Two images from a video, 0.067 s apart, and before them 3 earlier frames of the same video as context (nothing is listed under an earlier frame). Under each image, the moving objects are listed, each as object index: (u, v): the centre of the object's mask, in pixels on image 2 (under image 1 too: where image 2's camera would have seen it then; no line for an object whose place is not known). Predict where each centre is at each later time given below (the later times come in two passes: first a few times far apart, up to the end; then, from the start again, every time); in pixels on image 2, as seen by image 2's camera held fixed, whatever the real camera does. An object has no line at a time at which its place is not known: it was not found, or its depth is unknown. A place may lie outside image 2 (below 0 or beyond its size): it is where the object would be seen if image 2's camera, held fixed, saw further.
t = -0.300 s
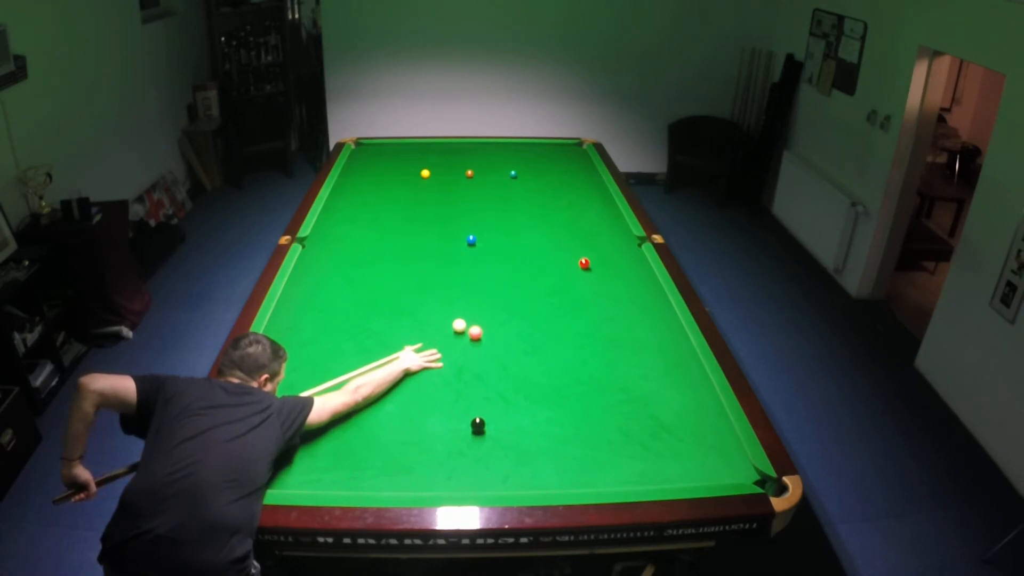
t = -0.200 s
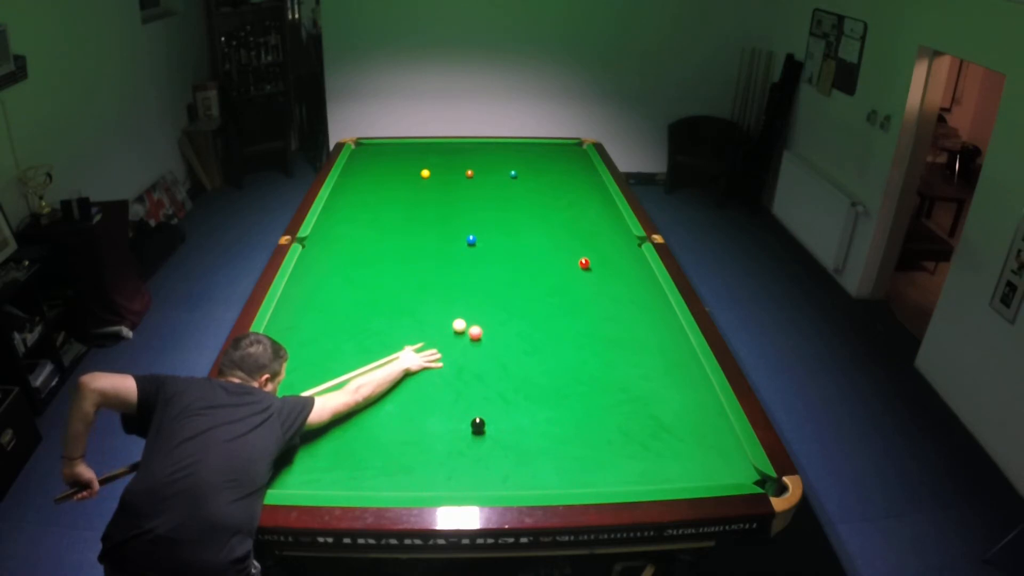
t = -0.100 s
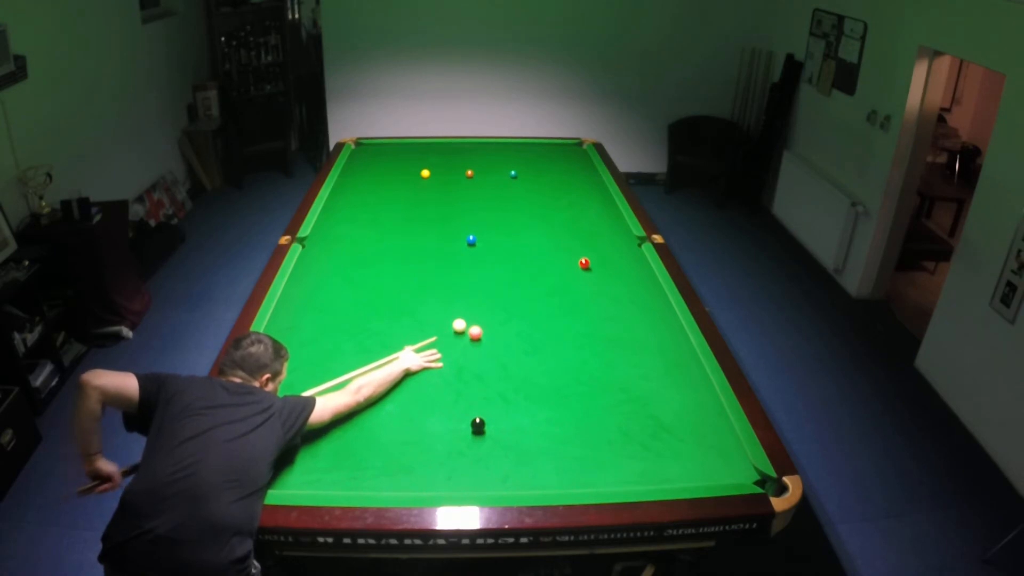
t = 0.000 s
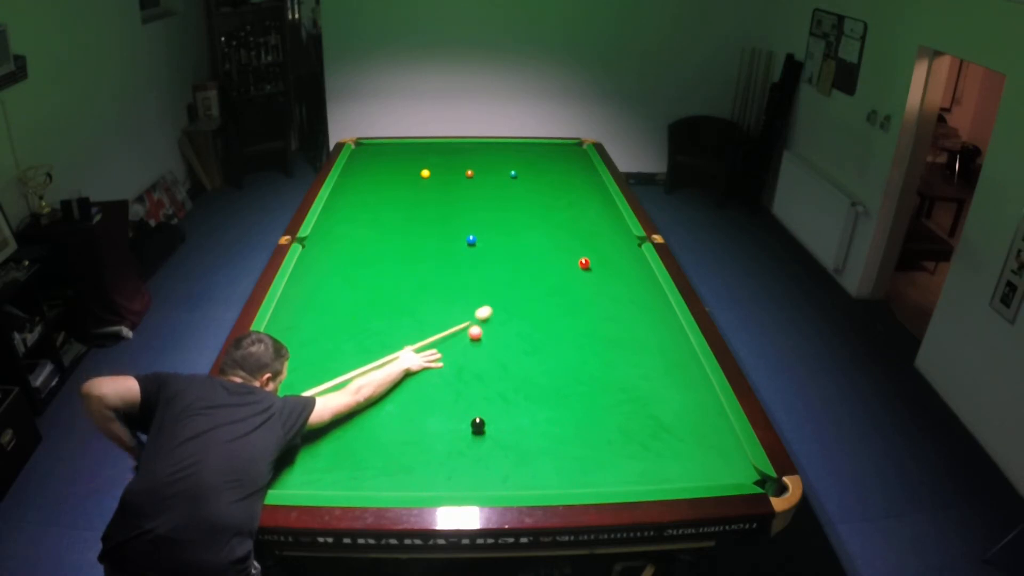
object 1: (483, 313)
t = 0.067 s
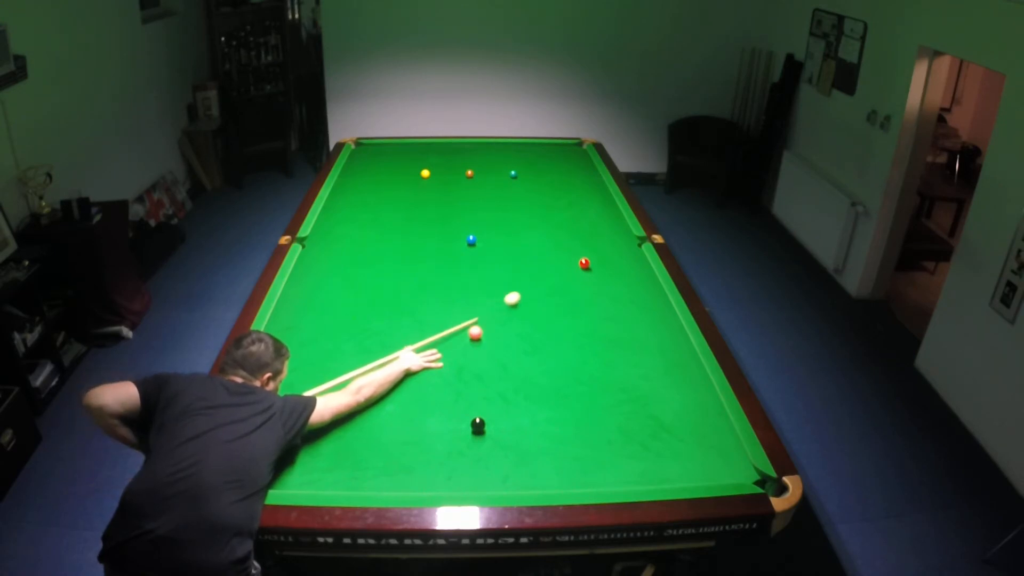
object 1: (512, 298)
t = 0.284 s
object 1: (577, 266)
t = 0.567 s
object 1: (574, 263)
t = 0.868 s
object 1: (571, 260)
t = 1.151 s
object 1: (570, 258)
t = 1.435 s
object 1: (569, 257)
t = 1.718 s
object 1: (568, 256)
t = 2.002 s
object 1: (568, 256)
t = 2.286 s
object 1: (568, 256)
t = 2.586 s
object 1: (568, 256)
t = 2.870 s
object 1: (568, 256)
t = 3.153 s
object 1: (568, 256)
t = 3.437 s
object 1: (568, 256)
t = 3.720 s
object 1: (568, 256)
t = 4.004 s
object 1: (568, 256)
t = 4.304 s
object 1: (568, 256)
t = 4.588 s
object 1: (568, 256)
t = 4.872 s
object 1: (568, 256)
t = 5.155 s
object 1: (568, 256)
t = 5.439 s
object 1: (568, 256)
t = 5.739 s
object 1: (568, 256)
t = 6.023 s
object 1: (568, 256)
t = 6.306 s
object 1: (568, 256)
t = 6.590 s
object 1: (568, 256)
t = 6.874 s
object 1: (568, 256)
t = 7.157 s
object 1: (568, 256)
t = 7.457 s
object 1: (568, 256)
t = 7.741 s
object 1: (568, 256)
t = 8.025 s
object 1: (568, 256)
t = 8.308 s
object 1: (568, 256)
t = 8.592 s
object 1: (568, 256)
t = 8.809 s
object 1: (568, 256)
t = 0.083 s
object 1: (519, 295)
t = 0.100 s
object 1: (525, 292)
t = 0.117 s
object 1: (531, 289)
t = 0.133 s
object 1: (538, 286)
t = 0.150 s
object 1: (543, 283)
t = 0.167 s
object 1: (549, 280)
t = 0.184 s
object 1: (554, 277)
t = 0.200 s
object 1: (559, 275)
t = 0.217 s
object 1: (565, 272)
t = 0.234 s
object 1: (569, 270)
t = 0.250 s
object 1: (574, 268)
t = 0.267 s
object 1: (577, 266)
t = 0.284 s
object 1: (577, 266)
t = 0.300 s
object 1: (577, 266)
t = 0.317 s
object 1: (576, 265)
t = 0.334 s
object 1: (576, 265)
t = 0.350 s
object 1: (576, 265)
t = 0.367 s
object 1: (576, 265)
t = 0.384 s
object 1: (576, 265)
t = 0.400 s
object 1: (575, 264)
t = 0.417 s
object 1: (575, 264)
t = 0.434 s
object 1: (575, 264)
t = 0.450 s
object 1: (575, 264)
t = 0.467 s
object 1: (575, 264)
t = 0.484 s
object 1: (574, 263)
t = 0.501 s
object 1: (574, 263)
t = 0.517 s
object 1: (574, 263)
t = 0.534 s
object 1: (574, 263)
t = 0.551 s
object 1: (574, 263)
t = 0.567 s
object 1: (574, 263)
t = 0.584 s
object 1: (573, 262)
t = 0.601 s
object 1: (573, 262)
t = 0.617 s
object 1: (573, 262)
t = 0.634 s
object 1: (573, 262)
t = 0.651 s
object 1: (573, 262)
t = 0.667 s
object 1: (573, 262)
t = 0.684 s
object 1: (573, 261)
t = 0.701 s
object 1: (572, 261)
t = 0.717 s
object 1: (572, 261)
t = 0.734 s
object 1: (572, 261)
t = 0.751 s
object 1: (572, 261)
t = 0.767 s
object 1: (572, 261)
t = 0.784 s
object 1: (572, 261)
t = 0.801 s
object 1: (572, 260)
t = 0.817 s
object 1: (572, 260)
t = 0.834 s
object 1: (571, 260)
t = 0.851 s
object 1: (571, 260)
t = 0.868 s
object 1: (571, 260)
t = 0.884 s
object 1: (571, 260)
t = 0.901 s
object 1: (571, 259)
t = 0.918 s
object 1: (571, 259)
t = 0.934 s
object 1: (571, 259)
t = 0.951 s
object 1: (571, 259)
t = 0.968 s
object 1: (571, 259)
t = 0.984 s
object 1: (570, 259)
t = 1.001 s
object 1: (571, 259)
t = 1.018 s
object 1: (570, 259)
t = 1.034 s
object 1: (570, 259)
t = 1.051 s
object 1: (570, 259)
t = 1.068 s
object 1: (570, 258)
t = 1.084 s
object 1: (570, 258)
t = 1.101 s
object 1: (570, 258)
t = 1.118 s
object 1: (570, 258)
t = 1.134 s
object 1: (570, 258)
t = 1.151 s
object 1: (570, 258)
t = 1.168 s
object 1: (570, 258)
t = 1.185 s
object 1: (570, 258)
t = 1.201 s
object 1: (570, 258)
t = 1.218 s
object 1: (570, 258)
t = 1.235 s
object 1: (569, 258)
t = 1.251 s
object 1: (569, 258)
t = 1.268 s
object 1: (569, 257)
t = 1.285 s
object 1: (569, 257)
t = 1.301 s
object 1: (569, 257)
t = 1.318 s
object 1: (569, 257)
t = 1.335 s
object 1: (569, 257)
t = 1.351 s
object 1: (569, 257)
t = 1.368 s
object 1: (569, 257)
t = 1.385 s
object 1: (569, 257)
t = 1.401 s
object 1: (569, 257)
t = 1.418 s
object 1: (569, 257)
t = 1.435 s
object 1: (569, 257)
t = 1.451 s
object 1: (569, 257)
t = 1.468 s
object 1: (569, 257)
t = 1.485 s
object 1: (569, 257)
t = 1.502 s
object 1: (569, 257)
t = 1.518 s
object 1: (569, 257)
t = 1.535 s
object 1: (569, 257)
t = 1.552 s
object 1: (569, 257)
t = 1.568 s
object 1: (569, 257)
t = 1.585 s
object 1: (569, 256)
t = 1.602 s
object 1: (569, 256)
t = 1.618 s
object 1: (568, 256)
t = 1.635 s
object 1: (568, 256)
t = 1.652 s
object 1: (568, 256)
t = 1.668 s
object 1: (568, 256)
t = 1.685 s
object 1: (568, 256)
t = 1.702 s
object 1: (568, 256)
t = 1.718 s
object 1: (568, 256)
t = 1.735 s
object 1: (568, 256)
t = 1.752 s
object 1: (568, 256)
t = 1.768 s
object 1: (568, 256)
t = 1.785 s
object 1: (568, 256)
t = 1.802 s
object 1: (568, 256)
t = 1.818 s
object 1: (568, 256)
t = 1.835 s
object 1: (568, 256)
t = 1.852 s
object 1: (568, 256)
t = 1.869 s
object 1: (568, 256)
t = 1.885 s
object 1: (568, 256)
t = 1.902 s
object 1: (568, 256)
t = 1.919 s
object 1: (568, 256)
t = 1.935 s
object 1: (568, 256)
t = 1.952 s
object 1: (568, 256)
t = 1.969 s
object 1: (568, 256)
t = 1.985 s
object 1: (568, 256)
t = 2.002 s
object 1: (568, 256)
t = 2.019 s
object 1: (568, 256)
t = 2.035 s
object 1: (568, 256)
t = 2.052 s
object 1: (568, 256)
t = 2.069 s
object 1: (568, 256)
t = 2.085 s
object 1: (568, 256)
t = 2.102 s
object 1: (568, 256)
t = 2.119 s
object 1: (568, 256)
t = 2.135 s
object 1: (568, 256)
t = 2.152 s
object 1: (568, 256)
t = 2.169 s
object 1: (568, 256)
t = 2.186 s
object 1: (568, 256)
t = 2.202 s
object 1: (568, 256)
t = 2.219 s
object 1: (568, 256)
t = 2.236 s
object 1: (568, 256)
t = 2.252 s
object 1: (568, 256)
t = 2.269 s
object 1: (568, 256)
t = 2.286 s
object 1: (568, 256)
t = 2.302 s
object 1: (568, 256)
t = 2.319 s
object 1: (568, 256)
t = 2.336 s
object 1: (568, 256)
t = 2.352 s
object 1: (568, 256)
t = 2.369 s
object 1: (568, 256)
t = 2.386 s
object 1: (568, 256)
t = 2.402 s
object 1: (568, 256)
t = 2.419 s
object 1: (568, 256)
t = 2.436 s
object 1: (568, 256)
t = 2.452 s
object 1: (568, 256)
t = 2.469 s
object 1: (568, 256)
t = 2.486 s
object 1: (568, 256)
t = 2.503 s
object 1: (568, 256)
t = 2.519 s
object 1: (568, 256)
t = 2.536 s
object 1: (568, 256)
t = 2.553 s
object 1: (568, 256)
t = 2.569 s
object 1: (568, 256)
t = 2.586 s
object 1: (568, 256)
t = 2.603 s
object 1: (568, 256)
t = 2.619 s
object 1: (568, 256)
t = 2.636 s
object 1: (568, 256)
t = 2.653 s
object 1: (568, 256)
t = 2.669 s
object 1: (568, 256)
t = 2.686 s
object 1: (568, 256)
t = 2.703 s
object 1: (568, 256)
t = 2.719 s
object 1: (568, 256)
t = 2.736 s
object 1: (568, 256)
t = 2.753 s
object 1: (568, 256)
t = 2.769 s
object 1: (568, 256)
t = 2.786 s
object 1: (568, 256)
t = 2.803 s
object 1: (568, 256)
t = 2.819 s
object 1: (568, 256)
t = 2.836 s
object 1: (568, 256)
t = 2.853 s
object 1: (568, 256)
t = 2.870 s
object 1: (568, 256)
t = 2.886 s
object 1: (568, 256)
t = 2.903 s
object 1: (568, 256)
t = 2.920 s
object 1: (568, 256)
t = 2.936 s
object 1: (568, 256)
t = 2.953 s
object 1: (568, 256)
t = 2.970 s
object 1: (568, 256)
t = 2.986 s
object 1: (568, 256)
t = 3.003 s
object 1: (568, 256)
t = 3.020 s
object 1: (568, 256)
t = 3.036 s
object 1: (568, 256)
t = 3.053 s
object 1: (568, 256)
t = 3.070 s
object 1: (568, 256)
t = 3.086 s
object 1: (568, 256)
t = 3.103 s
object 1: (568, 256)
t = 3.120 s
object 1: (568, 256)
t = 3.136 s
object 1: (568, 256)
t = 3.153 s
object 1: (568, 256)
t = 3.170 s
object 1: (568, 256)
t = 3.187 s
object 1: (568, 256)
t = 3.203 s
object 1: (568, 256)
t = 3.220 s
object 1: (568, 256)
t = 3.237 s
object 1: (568, 256)
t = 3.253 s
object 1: (568, 256)
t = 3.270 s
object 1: (568, 256)
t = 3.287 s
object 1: (568, 256)
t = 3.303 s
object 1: (568, 256)
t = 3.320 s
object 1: (568, 256)
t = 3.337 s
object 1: (568, 256)
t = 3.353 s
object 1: (568, 256)
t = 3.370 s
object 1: (568, 256)
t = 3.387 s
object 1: (568, 256)
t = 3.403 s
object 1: (568, 256)
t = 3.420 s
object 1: (568, 256)
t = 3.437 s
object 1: (568, 256)
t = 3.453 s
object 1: (568, 256)
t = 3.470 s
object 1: (568, 256)
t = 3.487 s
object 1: (568, 256)
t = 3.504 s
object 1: (568, 256)
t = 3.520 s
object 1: (568, 256)
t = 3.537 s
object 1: (568, 256)
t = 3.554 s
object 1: (568, 256)
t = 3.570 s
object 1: (568, 256)
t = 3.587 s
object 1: (568, 256)
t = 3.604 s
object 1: (568, 256)
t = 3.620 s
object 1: (568, 256)
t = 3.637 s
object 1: (568, 256)
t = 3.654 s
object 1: (568, 256)
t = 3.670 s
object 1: (568, 256)
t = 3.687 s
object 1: (568, 256)
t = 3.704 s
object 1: (568, 256)
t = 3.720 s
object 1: (568, 256)
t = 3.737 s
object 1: (568, 256)
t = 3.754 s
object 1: (568, 256)
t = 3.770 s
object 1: (568, 256)
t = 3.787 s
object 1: (568, 256)
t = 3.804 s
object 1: (568, 256)
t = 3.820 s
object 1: (568, 256)
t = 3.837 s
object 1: (568, 256)
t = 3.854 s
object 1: (568, 256)
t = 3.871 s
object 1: (568, 256)
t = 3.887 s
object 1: (568, 256)
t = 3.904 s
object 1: (568, 256)
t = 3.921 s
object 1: (568, 256)
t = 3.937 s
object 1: (568, 256)
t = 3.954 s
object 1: (568, 256)
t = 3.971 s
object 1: (568, 256)
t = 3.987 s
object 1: (568, 256)
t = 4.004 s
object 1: (568, 256)
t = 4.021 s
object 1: (568, 256)
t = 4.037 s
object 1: (568, 256)
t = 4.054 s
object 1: (568, 256)
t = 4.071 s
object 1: (568, 256)
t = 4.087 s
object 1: (568, 256)
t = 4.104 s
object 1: (568, 256)
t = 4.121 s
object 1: (568, 256)
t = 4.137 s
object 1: (568, 256)
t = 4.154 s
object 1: (568, 256)
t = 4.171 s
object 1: (568, 256)
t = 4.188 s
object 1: (568, 256)
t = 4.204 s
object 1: (568, 256)
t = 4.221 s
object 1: (568, 256)
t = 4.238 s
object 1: (568, 256)
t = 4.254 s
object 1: (568, 256)
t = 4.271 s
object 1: (568, 256)
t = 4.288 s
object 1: (568, 256)
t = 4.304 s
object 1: (568, 256)
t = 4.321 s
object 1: (568, 256)
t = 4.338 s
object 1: (568, 256)
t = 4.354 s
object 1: (568, 256)
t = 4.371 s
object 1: (568, 256)
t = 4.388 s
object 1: (568, 256)
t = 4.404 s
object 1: (568, 256)
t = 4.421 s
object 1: (568, 256)
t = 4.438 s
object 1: (568, 256)
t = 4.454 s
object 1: (568, 256)
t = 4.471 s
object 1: (568, 256)
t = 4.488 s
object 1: (568, 256)
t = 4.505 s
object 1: (568, 256)
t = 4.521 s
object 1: (568, 256)
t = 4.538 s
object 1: (568, 256)
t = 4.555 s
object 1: (568, 256)
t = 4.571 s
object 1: (568, 256)
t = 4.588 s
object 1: (568, 256)
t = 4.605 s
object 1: (568, 256)
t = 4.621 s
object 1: (568, 256)
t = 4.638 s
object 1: (568, 256)
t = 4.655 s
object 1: (568, 256)
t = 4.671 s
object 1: (568, 256)
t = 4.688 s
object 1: (568, 256)
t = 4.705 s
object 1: (568, 256)
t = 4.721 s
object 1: (568, 256)
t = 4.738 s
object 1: (568, 256)
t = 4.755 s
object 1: (568, 256)
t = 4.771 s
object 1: (568, 256)
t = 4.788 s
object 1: (568, 256)
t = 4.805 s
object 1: (568, 256)
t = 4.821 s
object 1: (568, 256)
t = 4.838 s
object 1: (568, 256)
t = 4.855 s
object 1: (568, 256)
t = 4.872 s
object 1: (568, 256)
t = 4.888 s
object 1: (568, 256)
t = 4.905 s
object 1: (568, 256)
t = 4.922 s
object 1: (568, 256)
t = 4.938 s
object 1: (568, 256)
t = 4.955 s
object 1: (568, 256)
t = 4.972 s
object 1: (568, 256)
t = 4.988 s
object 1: (568, 256)
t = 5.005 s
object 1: (568, 256)
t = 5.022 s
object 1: (568, 256)
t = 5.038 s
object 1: (568, 256)
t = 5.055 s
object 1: (568, 256)
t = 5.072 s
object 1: (568, 256)
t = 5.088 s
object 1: (568, 256)
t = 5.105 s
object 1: (568, 256)
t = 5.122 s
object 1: (568, 256)
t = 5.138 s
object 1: (568, 256)
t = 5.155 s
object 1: (568, 256)
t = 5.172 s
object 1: (568, 256)
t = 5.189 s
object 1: (568, 256)
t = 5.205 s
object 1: (568, 256)
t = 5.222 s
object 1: (568, 256)
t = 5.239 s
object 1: (568, 256)
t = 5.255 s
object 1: (568, 256)
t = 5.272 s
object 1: (568, 256)
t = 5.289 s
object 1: (568, 256)
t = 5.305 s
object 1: (568, 256)
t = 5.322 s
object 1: (568, 256)
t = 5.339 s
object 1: (568, 256)
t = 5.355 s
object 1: (568, 256)
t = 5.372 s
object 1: (568, 256)
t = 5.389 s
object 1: (568, 256)
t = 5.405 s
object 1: (568, 256)
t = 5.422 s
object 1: (568, 256)
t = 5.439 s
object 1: (568, 256)
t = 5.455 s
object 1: (568, 256)
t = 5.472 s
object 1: (568, 256)
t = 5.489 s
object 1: (568, 256)
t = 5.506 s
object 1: (568, 256)
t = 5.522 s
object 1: (568, 256)
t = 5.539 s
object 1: (568, 256)
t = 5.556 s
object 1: (568, 256)
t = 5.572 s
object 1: (568, 256)
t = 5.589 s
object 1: (568, 256)
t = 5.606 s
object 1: (568, 256)
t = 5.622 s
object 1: (568, 256)
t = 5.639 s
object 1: (568, 256)
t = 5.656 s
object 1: (568, 256)
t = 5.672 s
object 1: (568, 256)
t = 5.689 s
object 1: (568, 256)
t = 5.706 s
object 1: (568, 256)
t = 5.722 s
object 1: (568, 256)
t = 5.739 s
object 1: (568, 256)
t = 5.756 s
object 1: (568, 256)
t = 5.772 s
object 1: (568, 256)
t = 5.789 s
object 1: (568, 256)
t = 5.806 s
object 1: (568, 256)
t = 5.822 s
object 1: (568, 256)
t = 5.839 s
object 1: (568, 256)
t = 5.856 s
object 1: (568, 256)
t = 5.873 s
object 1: (568, 256)
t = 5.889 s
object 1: (568, 256)
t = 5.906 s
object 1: (568, 256)
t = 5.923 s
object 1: (568, 256)
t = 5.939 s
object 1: (568, 256)
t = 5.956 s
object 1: (568, 256)
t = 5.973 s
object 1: (568, 256)
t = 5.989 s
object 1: (568, 256)
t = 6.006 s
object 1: (568, 256)
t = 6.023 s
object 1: (568, 256)
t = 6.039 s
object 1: (568, 256)
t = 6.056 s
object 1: (568, 256)
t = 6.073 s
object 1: (568, 256)
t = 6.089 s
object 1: (568, 256)
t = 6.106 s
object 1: (568, 256)
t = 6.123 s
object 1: (568, 256)
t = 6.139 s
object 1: (568, 256)
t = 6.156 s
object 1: (568, 256)
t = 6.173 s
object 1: (568, 256)
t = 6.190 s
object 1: (568, 256)
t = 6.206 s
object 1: (568, 256)
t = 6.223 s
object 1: (568, 256)
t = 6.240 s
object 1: (568, 256)
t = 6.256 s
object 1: (568, 256)
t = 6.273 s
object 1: (568, 256)
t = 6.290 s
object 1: (568, 256)
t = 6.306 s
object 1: (568, 256)
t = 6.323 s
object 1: (568, 256)
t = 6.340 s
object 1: (568, 256)
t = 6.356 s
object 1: (568, 256)
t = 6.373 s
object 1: (568, 256)
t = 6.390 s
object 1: (568, 256)
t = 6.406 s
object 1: (568, 256)
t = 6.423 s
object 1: (568, 256)
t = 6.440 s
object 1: (568, 256)
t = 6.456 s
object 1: (568, 256)
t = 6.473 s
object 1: (568, 256)
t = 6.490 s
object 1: (568, 256)
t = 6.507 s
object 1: (568, 256)
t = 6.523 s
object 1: (568, 256)
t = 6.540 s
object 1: (568, 256)
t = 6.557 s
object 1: (568, 256)
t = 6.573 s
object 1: (568, 256)
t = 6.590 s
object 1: (568, 256)
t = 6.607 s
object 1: (568, 256)
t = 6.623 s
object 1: (568, 256)
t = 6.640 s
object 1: (568, 256)
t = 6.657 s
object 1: (568, 256)
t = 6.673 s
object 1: (568, 256)
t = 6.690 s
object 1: (568, 256)
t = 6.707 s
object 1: (568, 256)
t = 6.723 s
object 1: (568, 256)
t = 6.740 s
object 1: (568, 256)
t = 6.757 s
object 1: (568, 256)
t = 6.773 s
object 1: (568, 256)
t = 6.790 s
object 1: (568, 256)
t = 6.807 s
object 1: (568, 256)
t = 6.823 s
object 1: (568, 256)
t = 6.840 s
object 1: (568, 256)
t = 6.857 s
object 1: (568, 256)
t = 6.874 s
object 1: (568, 256)
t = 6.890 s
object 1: (568, 256)
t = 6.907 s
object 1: (568, 256)
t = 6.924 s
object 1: (568, 256)
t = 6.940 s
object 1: (568, 256)
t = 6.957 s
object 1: (568, 256)
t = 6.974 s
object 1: (568, 256)
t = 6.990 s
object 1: (568, 256)
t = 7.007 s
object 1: (568, 256)
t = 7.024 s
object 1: (568, 256)
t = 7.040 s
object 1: (568, 256)
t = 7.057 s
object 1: (568, 256)
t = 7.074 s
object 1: (568, 256)
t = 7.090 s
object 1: (568, 256)
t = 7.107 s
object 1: (568, 256)
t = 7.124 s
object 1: (568, 256)
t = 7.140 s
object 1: (568, 256)
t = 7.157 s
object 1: (568, 256)
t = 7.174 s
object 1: (568, 256)
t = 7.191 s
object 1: (568, 256)
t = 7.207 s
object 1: (568, 256)
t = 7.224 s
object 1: (568, 256)
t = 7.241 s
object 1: (568, 256)
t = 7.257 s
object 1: (568, 256)
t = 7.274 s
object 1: (568, 256)
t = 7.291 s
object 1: (568, 256)
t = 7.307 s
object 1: (568, 256)
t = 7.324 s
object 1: (568, 256)
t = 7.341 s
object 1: (568, 256)
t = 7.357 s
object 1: (568, 256)
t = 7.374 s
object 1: (568, 256)
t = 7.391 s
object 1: (568, 256)
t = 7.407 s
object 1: (568, 256)
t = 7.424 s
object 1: (568, 256)
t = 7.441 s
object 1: (568, 256)
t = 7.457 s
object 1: (568, 256)
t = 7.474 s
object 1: (568, 256)
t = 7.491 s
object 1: (568, 256)
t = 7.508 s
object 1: (568, 256)
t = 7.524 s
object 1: (568, 256)
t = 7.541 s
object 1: (568, 256)
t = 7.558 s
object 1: (568, 256)
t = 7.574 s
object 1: (568, 256)
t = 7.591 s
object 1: (568, 256)
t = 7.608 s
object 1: (568, 256)
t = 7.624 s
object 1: (568, 256)
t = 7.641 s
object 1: (568, 256)
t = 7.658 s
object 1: (568, 256)
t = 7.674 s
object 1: (568, 256)
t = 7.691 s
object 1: (568, 256)
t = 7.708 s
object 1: (568, 256)
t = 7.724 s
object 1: (568, 256)
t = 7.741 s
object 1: (568, 256)
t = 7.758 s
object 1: (568, 256)
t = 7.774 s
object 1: (568, 256)
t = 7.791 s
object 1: (568, 256)
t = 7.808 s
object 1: (568, 256)
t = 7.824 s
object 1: (568, 256)
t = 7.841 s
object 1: (568, 256)
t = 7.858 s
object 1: (568, 256)
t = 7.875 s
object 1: (568, 256)
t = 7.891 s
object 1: (568, 256)
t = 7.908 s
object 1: (568, 256)
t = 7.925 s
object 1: (568, 256)
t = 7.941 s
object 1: (568, 256)
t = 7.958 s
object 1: (568, 256)
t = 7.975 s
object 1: (568, 256)
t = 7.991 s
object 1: (568, 256)
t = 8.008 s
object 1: (568, 256)
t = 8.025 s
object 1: (568, 256)
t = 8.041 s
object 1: (568, 256)
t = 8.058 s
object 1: (568, 256)
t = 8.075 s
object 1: (568, 256)
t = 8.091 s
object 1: (568, 256)
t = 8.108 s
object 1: (568, 256)
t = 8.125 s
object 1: (568, 256)
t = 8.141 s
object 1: (568, 256)
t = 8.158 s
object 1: (568, 256)
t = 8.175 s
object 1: (568, 256)
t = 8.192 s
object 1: (568, 256)
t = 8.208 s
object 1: (568, 256)
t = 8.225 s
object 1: (568, 256)
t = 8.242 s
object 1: (568, 256)
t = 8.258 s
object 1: (568, 256)
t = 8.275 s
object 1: (568, 256)
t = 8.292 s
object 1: (568, 256)
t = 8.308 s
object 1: (568, 256)
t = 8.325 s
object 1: (568, 256)
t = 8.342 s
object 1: (568, 256)
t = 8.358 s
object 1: (568, 256)
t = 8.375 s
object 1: (568, 256)
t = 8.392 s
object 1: (568, 256)
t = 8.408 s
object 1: (568, 256)
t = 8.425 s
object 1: (568, 256)
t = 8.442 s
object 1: (568, 256)
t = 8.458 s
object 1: (568, 256)
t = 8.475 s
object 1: (568, 256)
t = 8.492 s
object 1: (568, 256)
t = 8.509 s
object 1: (568, 256)
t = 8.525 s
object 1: (568, 256)
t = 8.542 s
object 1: (568, 256)
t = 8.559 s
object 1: (568, 256)
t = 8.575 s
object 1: (568, 256)
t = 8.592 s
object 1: (568, 256)
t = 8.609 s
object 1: (568, 256)
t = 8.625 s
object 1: (568, 256)
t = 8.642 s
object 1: (568, 256)
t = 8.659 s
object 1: (568, 256)
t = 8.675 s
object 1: (568, 256)
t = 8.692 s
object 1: (568, 256)
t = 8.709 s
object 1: (568, 256)
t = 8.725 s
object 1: (568, 256)
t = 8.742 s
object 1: (568, 256)
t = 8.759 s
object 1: (568, 256)
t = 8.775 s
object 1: (568, 256)
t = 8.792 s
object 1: (568, 256)
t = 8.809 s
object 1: (568, 256)
